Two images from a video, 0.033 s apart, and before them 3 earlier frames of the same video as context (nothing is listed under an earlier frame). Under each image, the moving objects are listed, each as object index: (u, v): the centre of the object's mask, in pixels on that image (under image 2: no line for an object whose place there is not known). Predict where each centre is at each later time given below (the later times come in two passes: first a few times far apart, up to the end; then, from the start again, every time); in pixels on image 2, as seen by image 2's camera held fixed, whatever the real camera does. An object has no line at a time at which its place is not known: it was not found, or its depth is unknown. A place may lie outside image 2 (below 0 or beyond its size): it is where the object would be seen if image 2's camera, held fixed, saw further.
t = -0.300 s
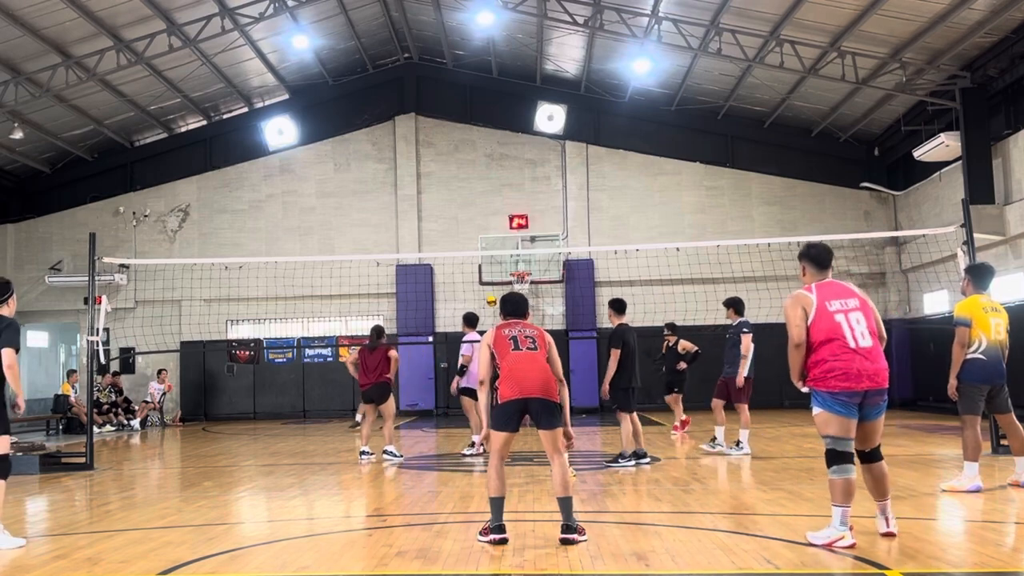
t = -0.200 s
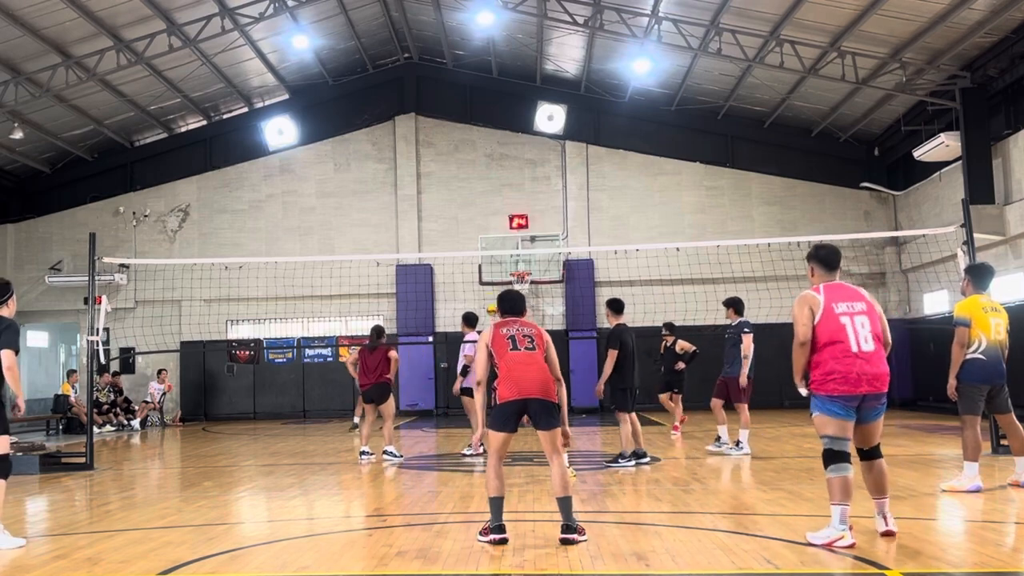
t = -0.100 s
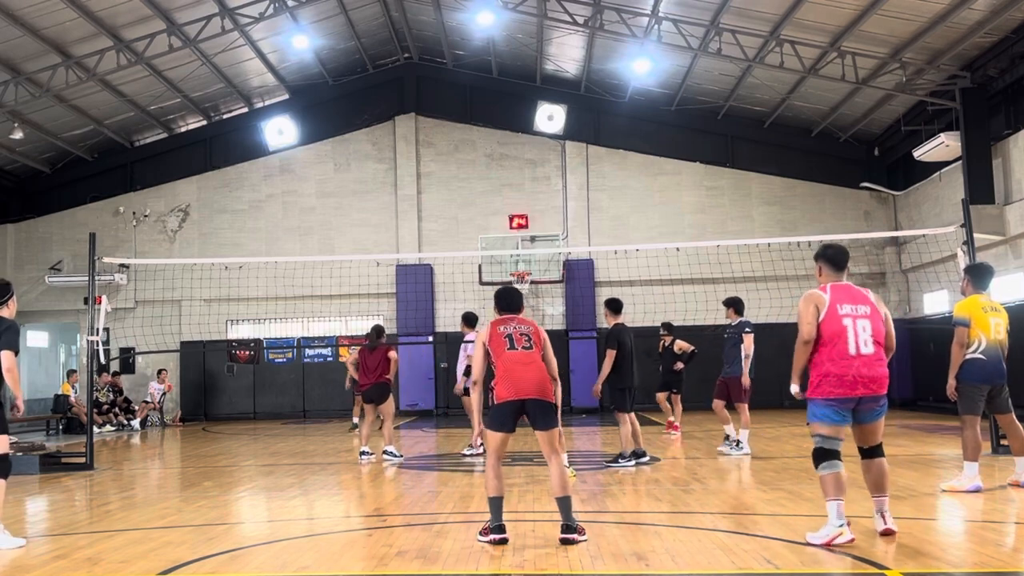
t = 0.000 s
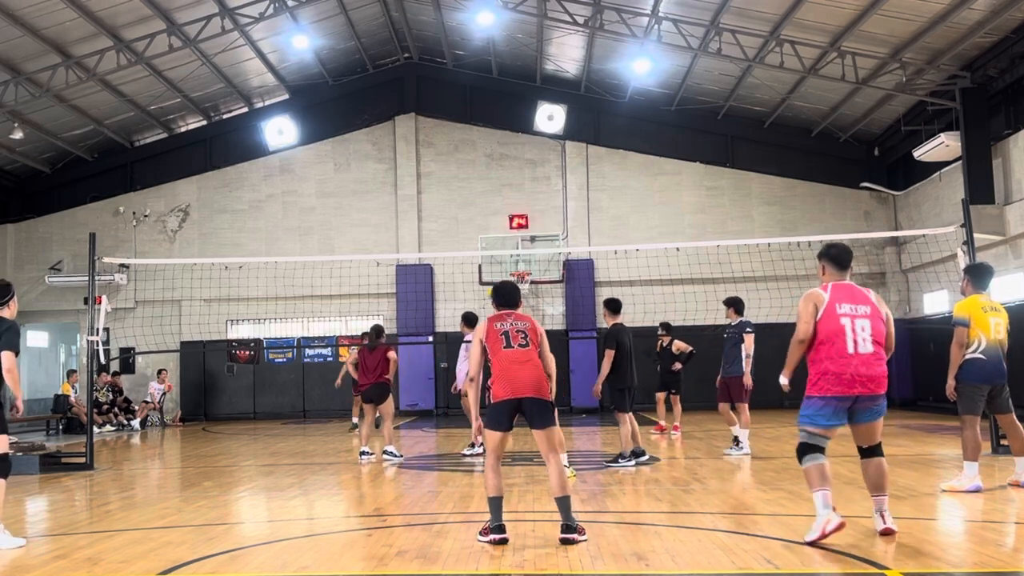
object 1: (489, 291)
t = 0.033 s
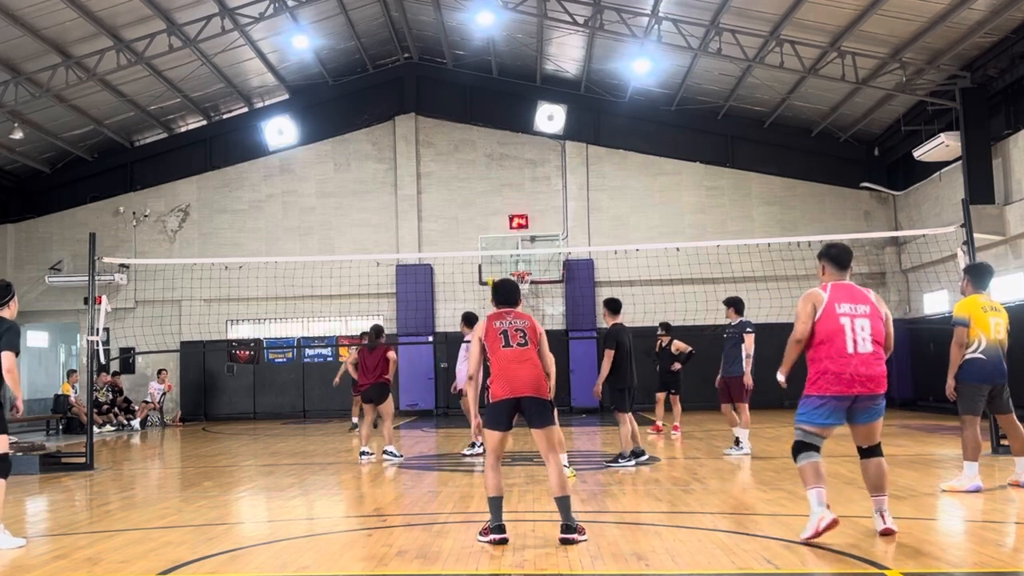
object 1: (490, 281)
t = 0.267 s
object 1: (496, 214)
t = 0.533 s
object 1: (506, 158)
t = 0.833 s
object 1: (528, 143)
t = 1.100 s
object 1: (569, 208)
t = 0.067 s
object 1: (494, 272)
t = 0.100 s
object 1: (494, 261)
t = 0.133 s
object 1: (494, 249)
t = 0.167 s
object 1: (495, 241)
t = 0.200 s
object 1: (496, 231)
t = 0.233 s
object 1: (497, 223)
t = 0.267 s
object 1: (496, 214)
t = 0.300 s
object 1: (497, 206)
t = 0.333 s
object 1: (498, 197)
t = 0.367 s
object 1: (499, 190)
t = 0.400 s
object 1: (501, 181)
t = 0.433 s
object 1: (502, 175)
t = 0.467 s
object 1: (503, 168)
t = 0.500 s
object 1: (504, 163)
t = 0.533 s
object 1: (506, 158)
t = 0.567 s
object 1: (508, 153)
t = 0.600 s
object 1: (510, 149)
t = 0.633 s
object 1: (512, 145)
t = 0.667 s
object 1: (515, 142)
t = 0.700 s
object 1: (517, 140)
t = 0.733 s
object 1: (520, 140)
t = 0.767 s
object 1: (522, 140)
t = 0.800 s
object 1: (526, 141)
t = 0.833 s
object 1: (528, 143)
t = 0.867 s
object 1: (532, 146)
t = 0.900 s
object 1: (535, 149)
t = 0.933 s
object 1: (540, 155)
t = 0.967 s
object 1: (545, 162)
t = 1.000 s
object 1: (550, 170)
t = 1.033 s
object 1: (555, 180)
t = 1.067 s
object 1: (562, 193)
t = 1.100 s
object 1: (569, 208)
